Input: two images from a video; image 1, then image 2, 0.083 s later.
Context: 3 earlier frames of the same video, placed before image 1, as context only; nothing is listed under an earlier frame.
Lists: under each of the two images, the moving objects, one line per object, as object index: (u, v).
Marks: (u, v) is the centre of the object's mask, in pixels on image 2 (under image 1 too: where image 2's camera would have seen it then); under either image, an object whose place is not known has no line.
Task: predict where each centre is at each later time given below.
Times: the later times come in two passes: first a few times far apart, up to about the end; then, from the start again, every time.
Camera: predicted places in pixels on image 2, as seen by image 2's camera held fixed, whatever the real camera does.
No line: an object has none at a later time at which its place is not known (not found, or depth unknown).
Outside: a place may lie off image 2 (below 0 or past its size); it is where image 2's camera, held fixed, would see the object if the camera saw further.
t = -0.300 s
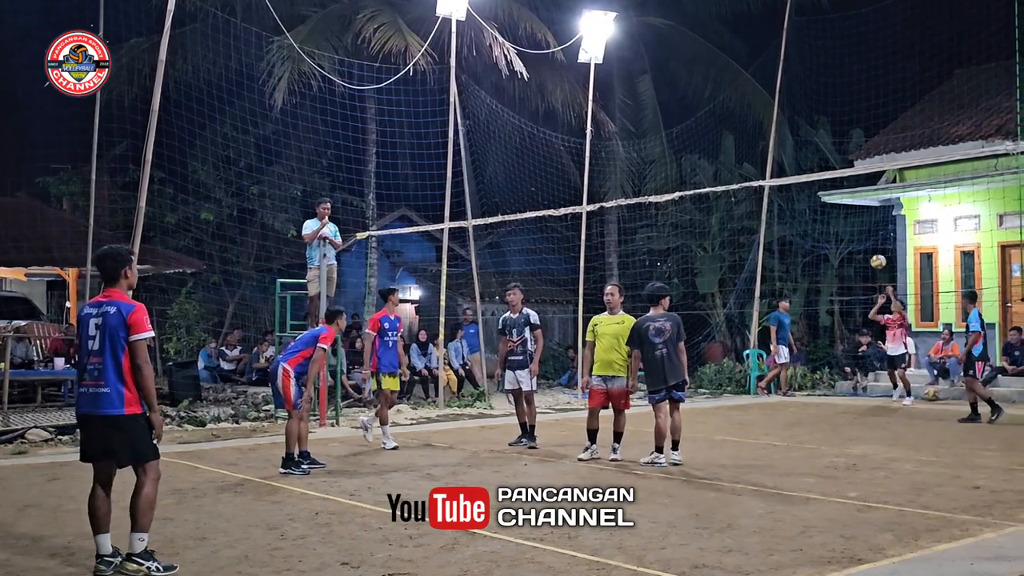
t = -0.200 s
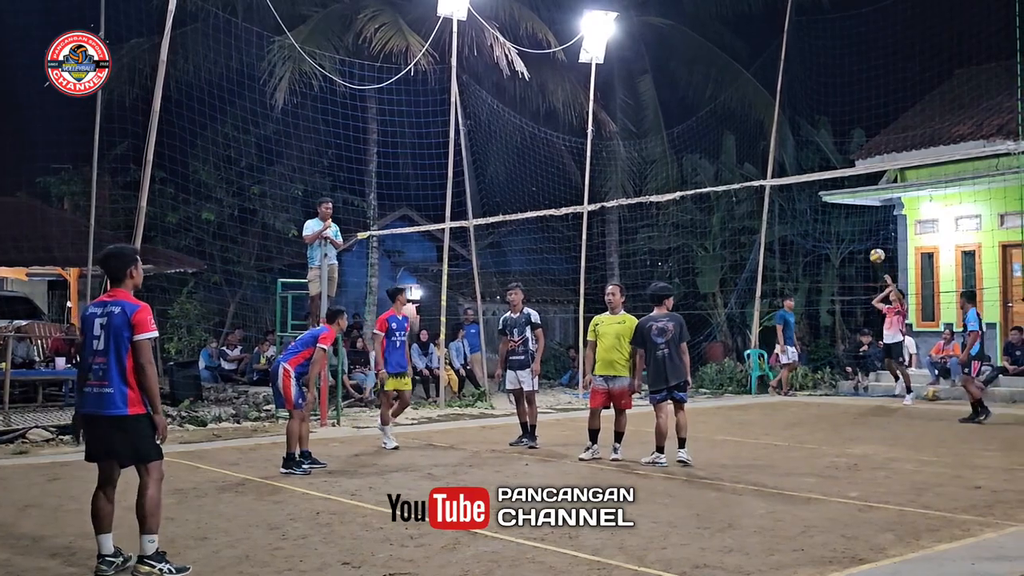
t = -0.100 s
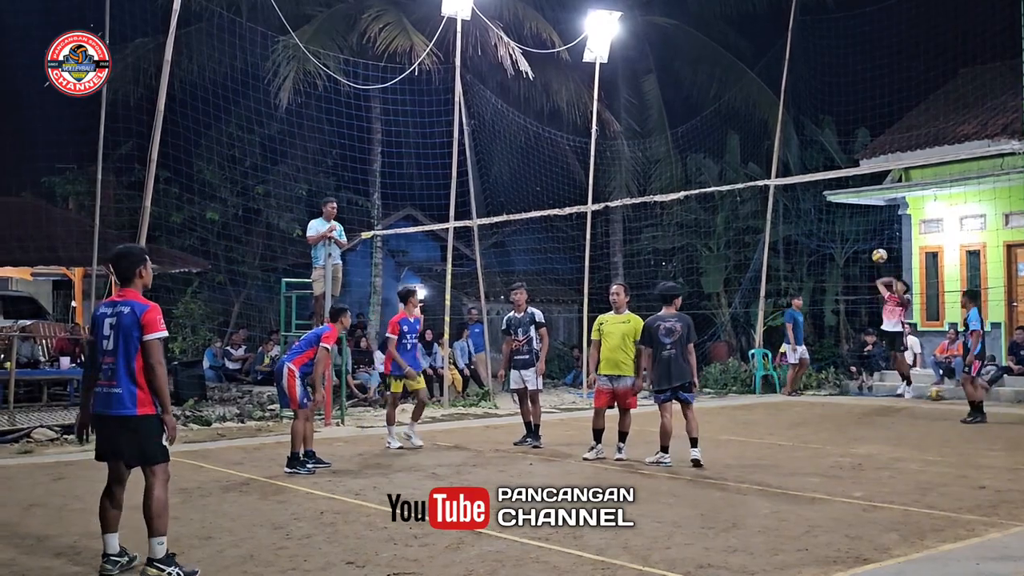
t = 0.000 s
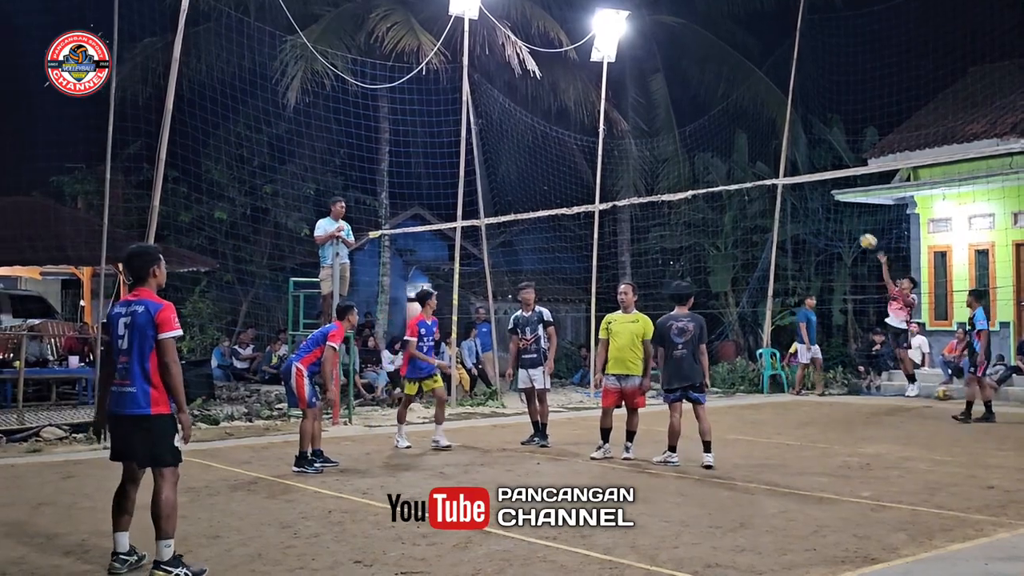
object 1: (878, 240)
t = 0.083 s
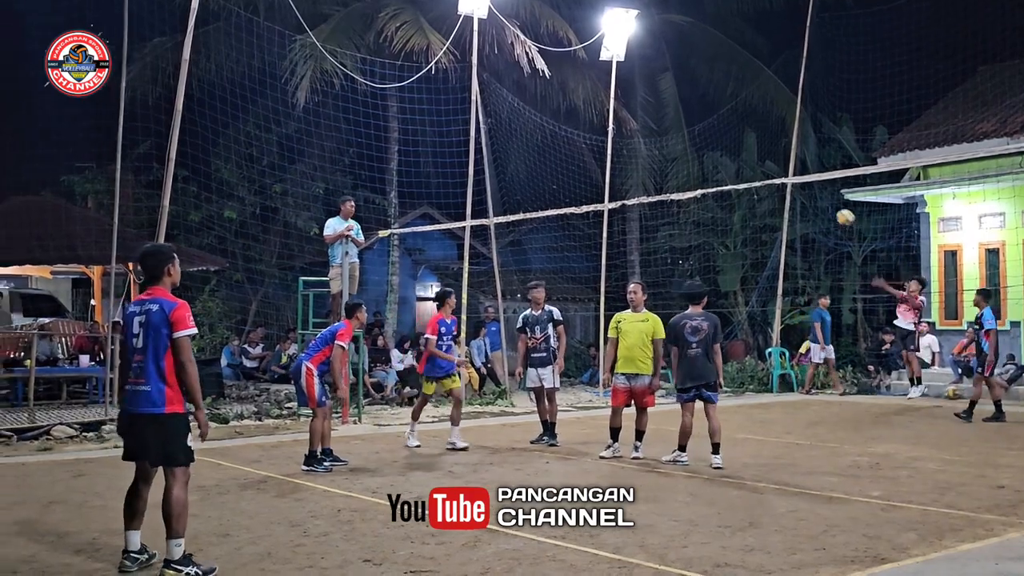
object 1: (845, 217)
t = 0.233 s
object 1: (776, 187)
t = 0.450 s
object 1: (658, 172)
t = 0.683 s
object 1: (504, 215)
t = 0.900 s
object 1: (310, 347)
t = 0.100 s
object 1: (838, 213)
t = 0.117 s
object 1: (830, 209)
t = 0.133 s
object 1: (823, 205)
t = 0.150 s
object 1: (816, 201)
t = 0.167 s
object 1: (808, 198)
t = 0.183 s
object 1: (801, 195)
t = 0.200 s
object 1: (792, 192)
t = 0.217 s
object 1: (784, 189)
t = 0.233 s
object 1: (776, 187)
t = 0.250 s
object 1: (768, 184)
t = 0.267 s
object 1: (759, 180)
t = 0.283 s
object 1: (751, 178)
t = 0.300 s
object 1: (742, 177)
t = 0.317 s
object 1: (733, 176)
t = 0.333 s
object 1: (724, 174)
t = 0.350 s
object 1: (715, 173)
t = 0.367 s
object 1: (706, 172)
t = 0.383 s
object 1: (697, 172)
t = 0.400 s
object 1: (687, 171)
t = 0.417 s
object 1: (678, 171)
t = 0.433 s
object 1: (668, 171)
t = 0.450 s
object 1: (658, 172)
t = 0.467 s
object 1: (648, 172)
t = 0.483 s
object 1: (638, 173)
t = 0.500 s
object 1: (628, 175)
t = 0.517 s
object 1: (618, 177)
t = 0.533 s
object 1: (608, 179)
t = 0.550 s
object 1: (595, 182)
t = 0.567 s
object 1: (586, 184)
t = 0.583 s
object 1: (575, 187)
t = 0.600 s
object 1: (563, 192)
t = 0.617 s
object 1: (552, 195)
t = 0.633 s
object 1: (540, 199)
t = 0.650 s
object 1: (529, 204)
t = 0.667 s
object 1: (516, 209)
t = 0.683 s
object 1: (504, 215)
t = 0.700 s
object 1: (491, 221)
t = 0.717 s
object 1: (480, 229)
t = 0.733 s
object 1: (465, 237)
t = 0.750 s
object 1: (451, 244)
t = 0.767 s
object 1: (438, 253)
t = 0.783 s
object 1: (423, 262)
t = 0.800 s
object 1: (410, 271)
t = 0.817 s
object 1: (394, 282)
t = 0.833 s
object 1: (379, 292)
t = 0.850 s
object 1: (363, 305)
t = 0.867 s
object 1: (345, 318)
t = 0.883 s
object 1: (328, 333)
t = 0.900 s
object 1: (310, 347)
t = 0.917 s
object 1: (292, 365)
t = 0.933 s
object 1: (274, 382)
